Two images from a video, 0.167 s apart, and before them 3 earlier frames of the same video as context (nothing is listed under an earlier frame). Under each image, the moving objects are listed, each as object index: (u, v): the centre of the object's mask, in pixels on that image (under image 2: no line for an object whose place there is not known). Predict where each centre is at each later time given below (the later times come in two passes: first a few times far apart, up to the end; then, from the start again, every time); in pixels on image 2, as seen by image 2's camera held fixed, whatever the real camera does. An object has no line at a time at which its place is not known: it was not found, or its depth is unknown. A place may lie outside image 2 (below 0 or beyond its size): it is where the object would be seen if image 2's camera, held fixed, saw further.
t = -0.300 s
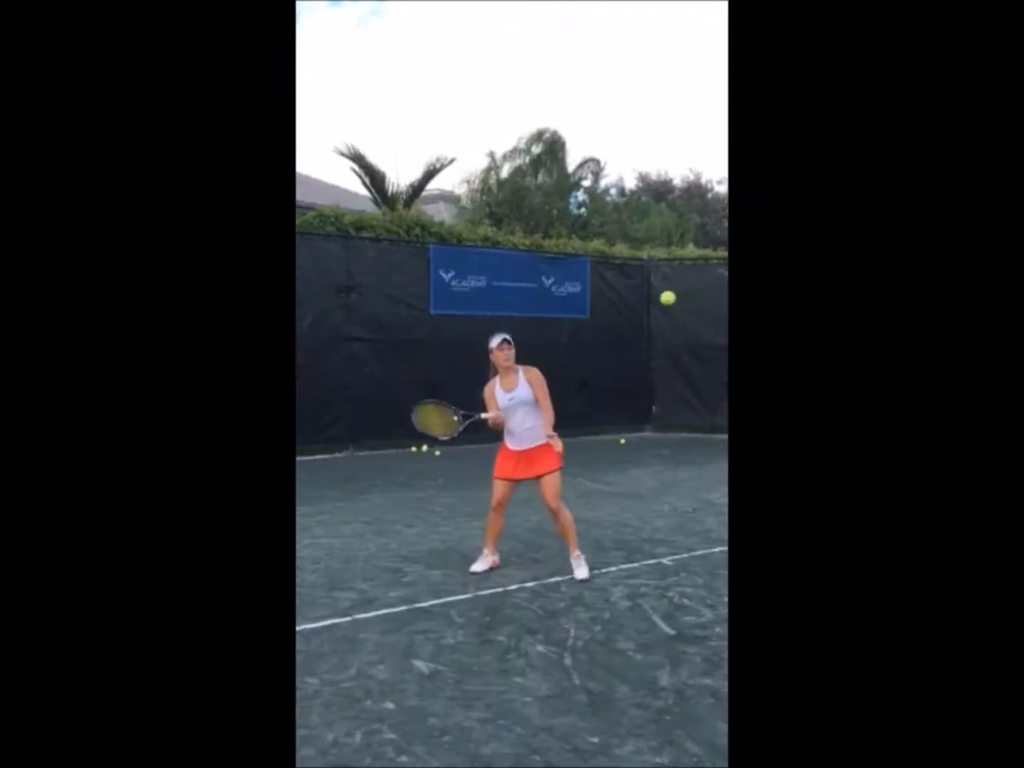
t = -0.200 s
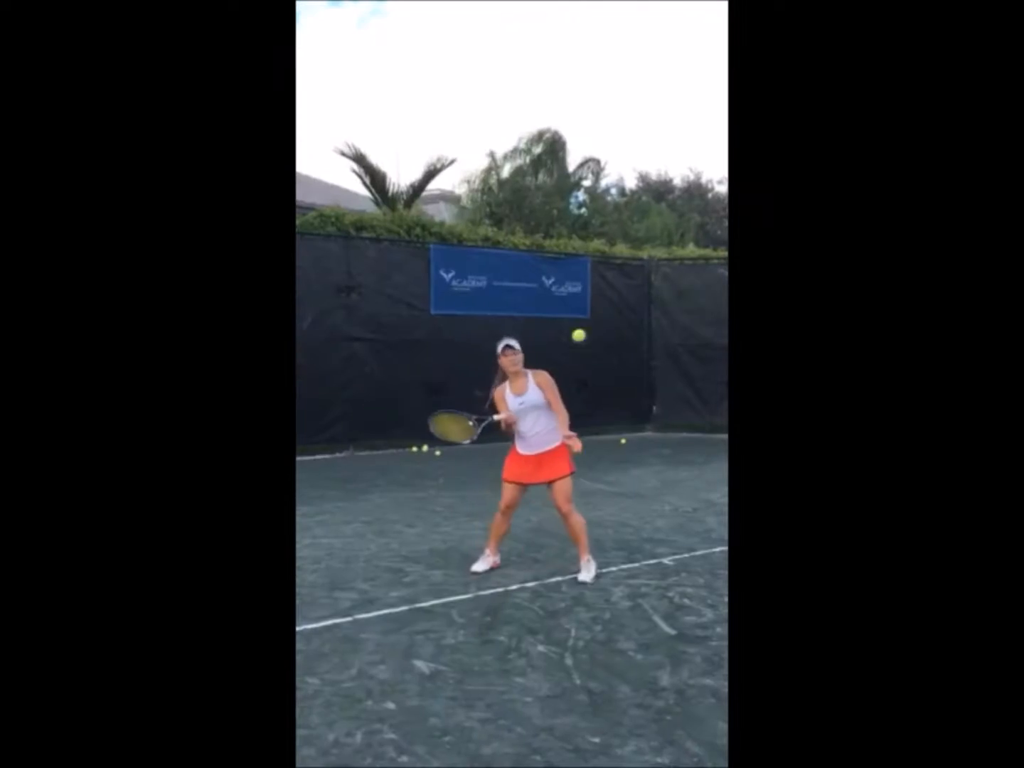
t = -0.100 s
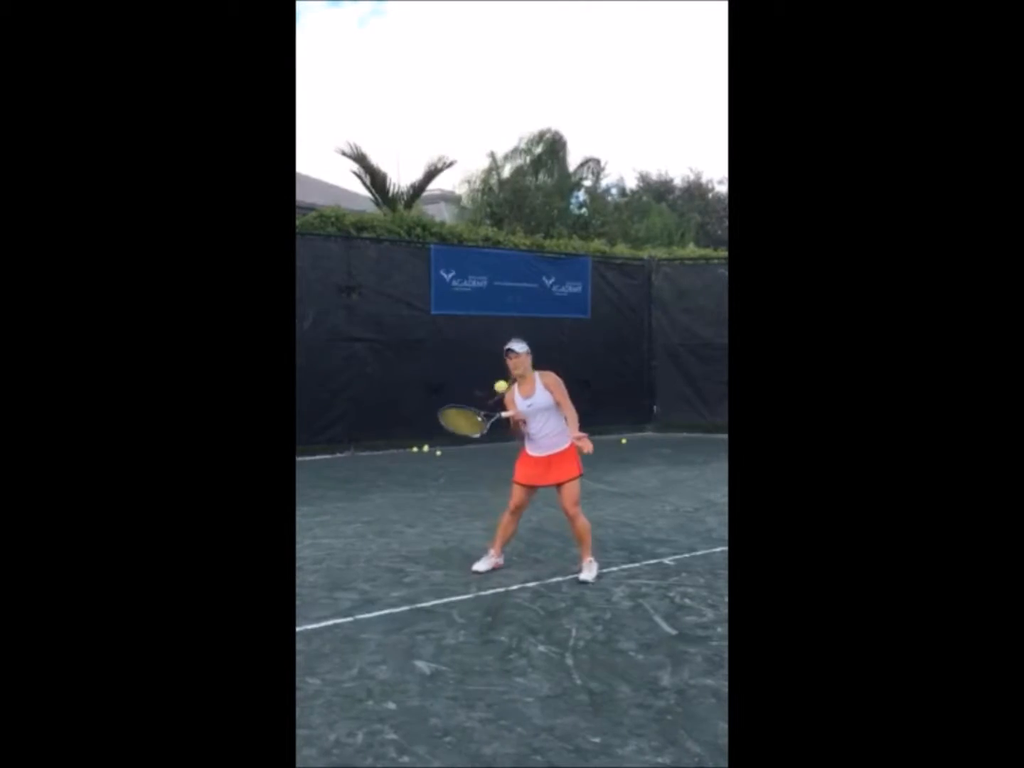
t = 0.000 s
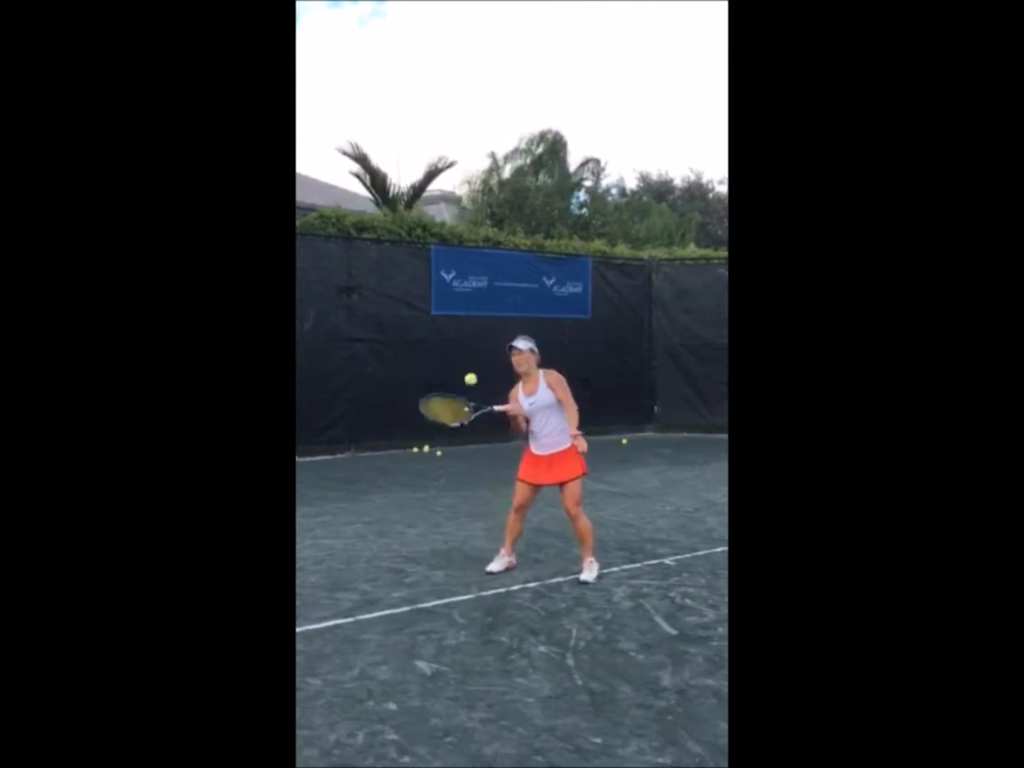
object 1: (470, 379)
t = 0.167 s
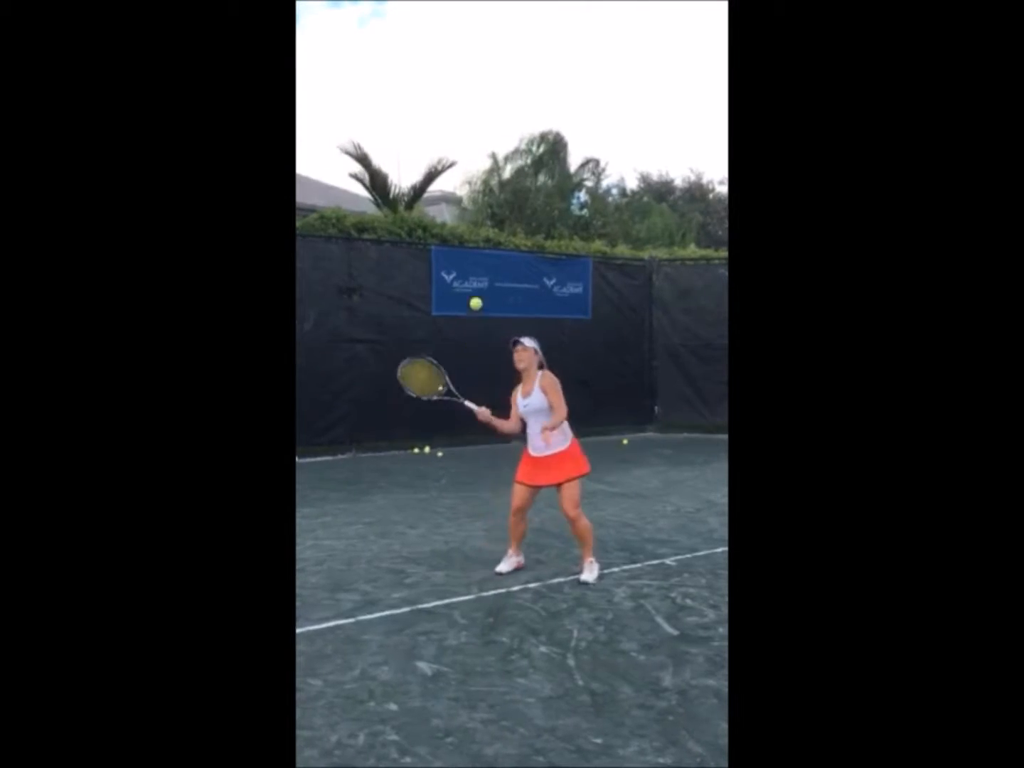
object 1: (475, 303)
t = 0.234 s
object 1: (478, 285)
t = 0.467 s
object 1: (483, 284)
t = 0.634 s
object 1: (488, 343)
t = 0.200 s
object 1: (477, 293)
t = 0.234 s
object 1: (478, 285)
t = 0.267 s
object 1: (479, 280)
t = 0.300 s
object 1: (480, 275)
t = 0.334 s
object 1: (480, 273)
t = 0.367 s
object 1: (481, 273)
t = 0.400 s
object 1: (482, 274)
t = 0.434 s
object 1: (483, 278)
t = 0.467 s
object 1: (483, 284)
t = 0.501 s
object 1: (484, 291)
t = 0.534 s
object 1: (485, 301)
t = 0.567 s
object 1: (486, 313)
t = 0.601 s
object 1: (487, 327)
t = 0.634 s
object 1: (488, 343)
